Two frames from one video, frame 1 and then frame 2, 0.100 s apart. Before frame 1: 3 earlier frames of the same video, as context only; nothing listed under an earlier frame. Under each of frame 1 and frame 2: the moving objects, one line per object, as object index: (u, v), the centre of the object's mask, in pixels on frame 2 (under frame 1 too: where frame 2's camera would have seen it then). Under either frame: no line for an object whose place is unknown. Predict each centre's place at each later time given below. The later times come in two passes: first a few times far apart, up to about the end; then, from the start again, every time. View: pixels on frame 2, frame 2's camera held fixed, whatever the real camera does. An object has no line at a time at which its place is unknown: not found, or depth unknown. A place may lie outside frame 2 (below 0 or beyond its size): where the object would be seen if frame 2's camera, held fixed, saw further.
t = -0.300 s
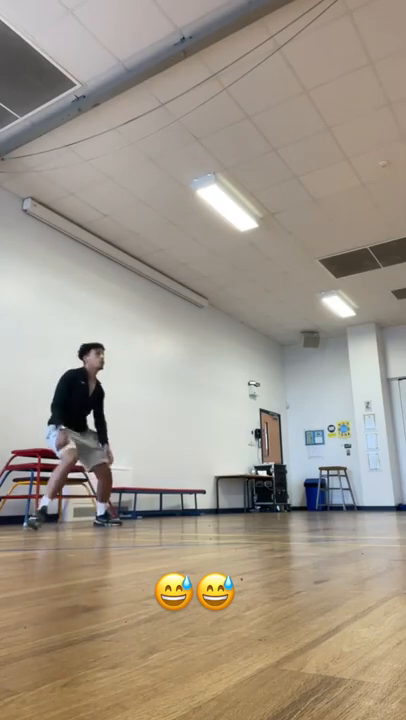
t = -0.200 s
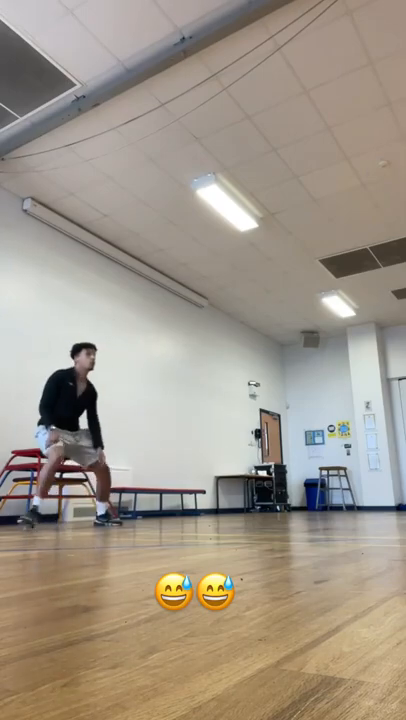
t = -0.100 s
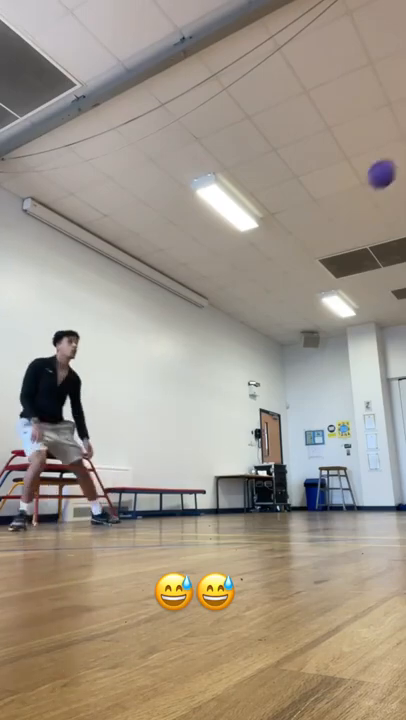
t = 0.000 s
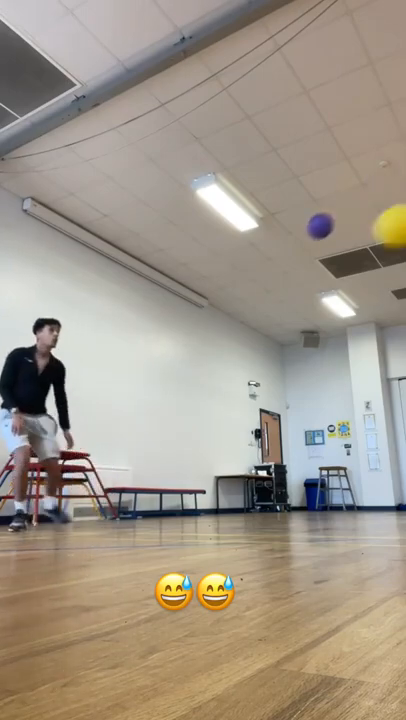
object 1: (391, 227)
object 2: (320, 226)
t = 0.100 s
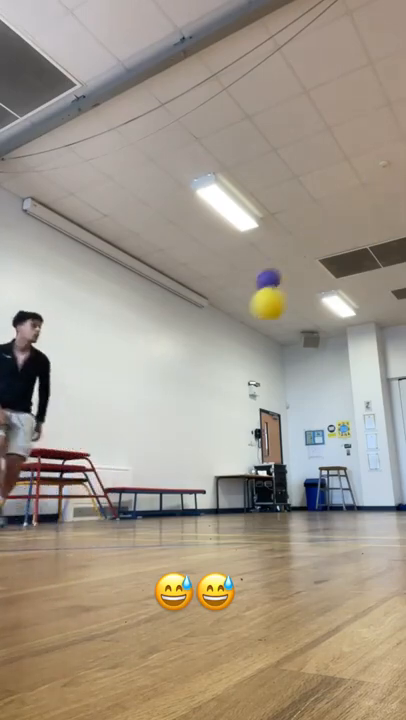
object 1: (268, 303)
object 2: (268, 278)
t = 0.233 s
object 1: (158, 383)
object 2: (209, 359)
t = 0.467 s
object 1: (48, 477)
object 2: (121, 515)
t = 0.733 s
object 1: (51, 487)
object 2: (84, 411)
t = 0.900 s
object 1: (52, 494)
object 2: (63, 385)
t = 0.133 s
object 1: (236, 325)
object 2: (252, 299)
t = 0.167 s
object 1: (208, 345)
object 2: (237, 319)
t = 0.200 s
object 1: (181, 365)
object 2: (222, 339)
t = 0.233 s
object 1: (158, 383)
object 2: (209, 359)
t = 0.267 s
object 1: (137, 402)
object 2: (195, 379)
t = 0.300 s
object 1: (117, 419)
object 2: (182, 400)
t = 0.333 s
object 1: (99, 436)
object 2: (169, 422)
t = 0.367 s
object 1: (82, 453)
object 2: (157, 444)
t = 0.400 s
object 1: (67, 471)
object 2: (145, 467)
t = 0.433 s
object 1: (52, 486)
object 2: (134, 490)
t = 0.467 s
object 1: (48, 477)
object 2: (121, 515)
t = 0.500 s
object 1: (47, 483)
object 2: (118, 503)
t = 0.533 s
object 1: (50, 487)
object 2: (112, 482)
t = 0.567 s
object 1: (50, 481)
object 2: (107, 467)
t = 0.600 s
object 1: (48, 479)
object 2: (102, 453)
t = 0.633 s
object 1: (49, 483)
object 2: (97, 440)
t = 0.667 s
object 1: (49, 487)
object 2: (92, 429)
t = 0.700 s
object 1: (49, 488)
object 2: (88, 419)
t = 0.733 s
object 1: (51, 487)
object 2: (84, 411)
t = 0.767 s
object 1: (51, 487)
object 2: (79, 403)
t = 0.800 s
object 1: (51, 487)
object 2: (75, 397)
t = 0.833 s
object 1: (51, 487)
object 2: (71, 392)
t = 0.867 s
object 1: (51, 491)
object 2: (67, 388)
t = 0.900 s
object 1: (52, 494)
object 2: (63, 385)
